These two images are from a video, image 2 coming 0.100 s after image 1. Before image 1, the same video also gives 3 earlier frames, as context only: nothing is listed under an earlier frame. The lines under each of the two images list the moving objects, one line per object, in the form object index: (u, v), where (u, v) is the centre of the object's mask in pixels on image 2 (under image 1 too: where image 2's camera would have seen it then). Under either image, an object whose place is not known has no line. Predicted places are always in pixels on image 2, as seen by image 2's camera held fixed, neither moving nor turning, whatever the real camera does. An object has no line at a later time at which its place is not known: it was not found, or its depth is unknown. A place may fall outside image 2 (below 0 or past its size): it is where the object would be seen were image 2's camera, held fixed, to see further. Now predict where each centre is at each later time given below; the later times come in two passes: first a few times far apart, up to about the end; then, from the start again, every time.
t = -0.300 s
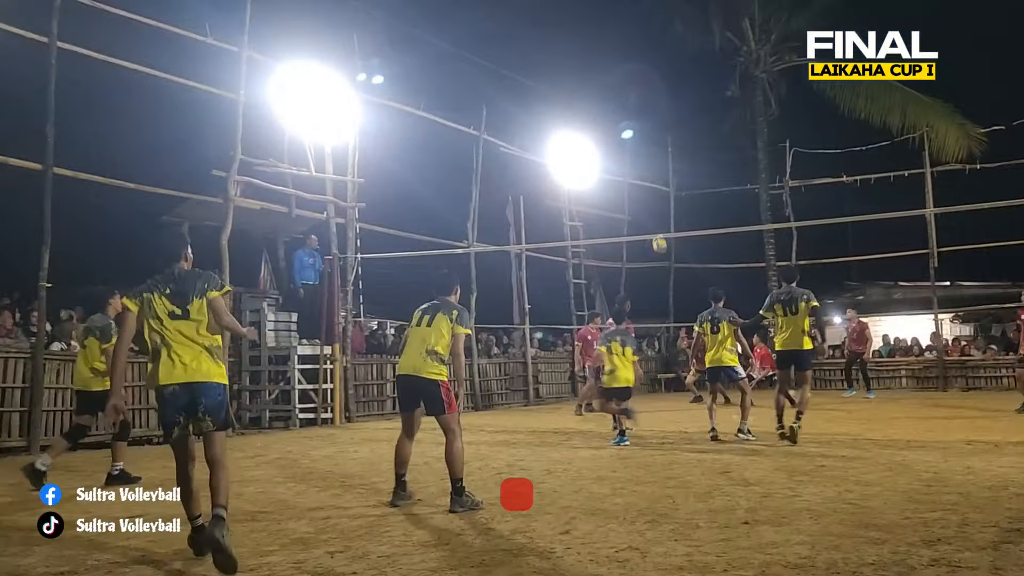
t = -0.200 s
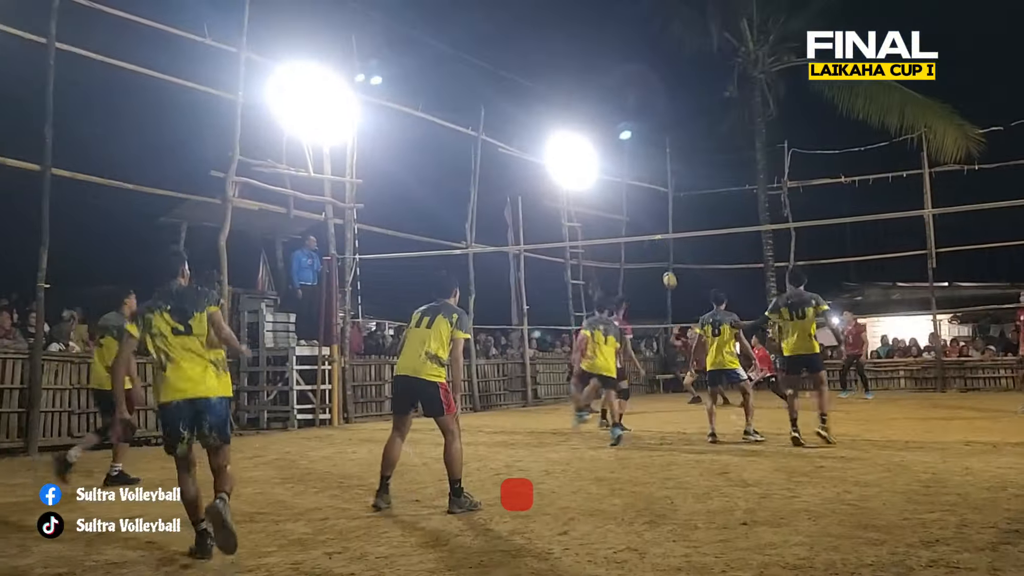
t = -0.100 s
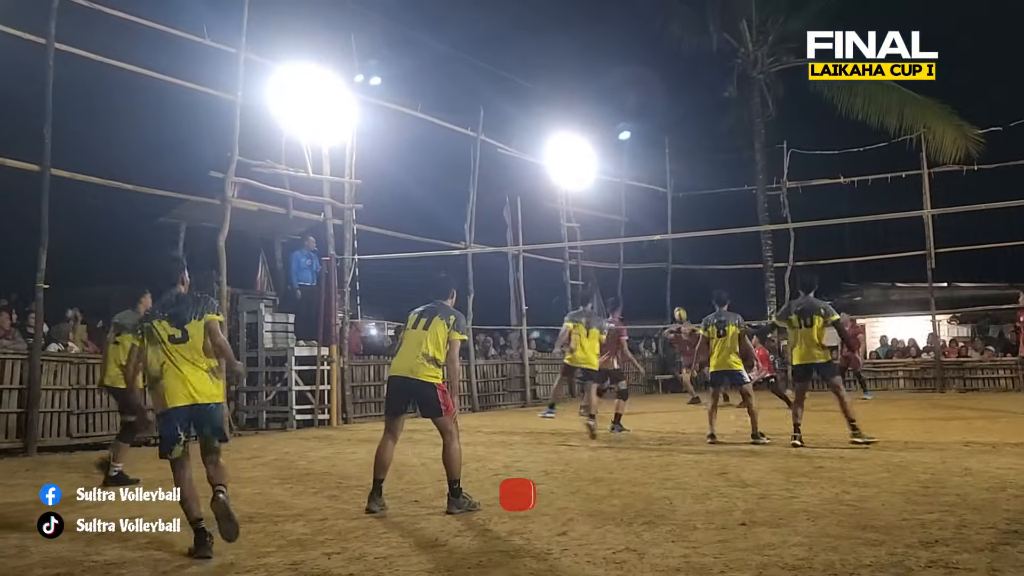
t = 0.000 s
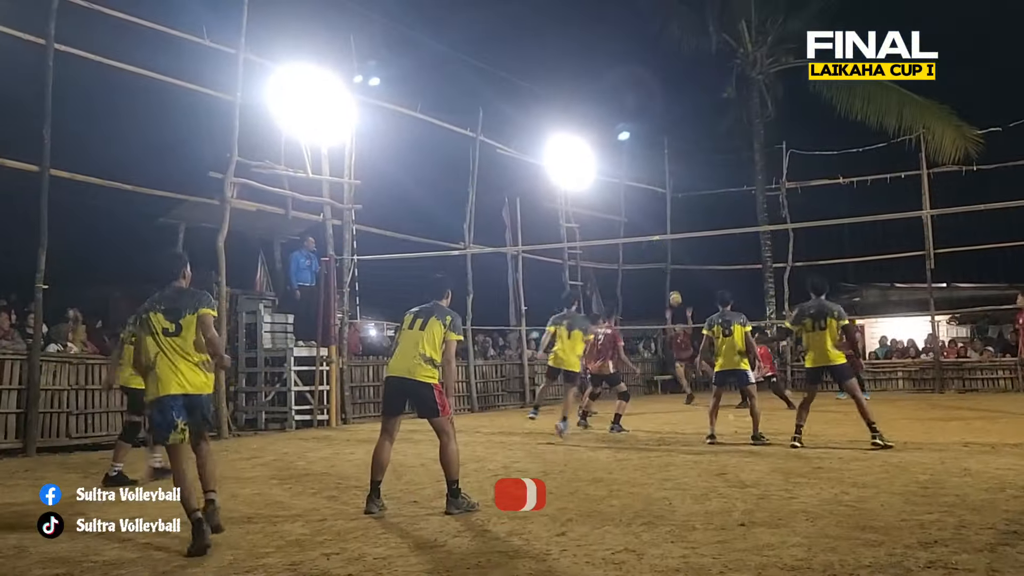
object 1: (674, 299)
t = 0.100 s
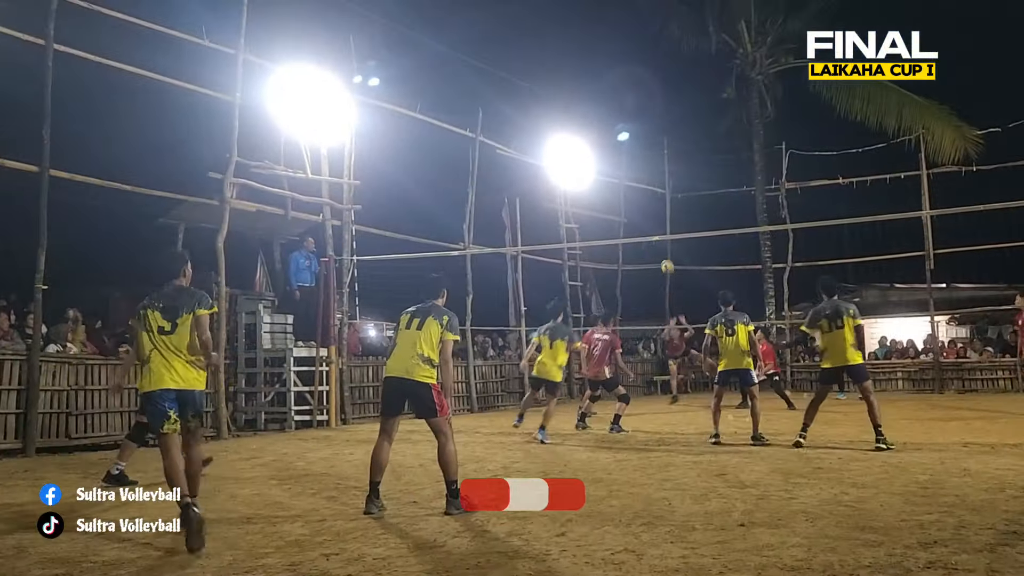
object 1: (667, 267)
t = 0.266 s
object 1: (656, 225)
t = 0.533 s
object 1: (641, 188)
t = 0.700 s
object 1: (631, 186)
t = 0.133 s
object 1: (665, 258)
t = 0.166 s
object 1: (662, 248)
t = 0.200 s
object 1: (660, 240)
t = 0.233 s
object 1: (658, 231)
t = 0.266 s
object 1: (656, 225)
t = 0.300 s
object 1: (655, 218)
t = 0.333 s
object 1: (653, 213)
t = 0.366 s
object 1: (650, 207)
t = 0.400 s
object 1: (649, 202)
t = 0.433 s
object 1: (647, 197)
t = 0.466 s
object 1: (645, 193)
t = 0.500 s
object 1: (643, 191)
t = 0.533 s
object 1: (641, 188)
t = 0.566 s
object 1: (639, 186)
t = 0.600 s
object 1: (637, 185)
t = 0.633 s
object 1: (636, 185)
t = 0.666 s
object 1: (632, 185)
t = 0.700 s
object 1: (631, 186)
